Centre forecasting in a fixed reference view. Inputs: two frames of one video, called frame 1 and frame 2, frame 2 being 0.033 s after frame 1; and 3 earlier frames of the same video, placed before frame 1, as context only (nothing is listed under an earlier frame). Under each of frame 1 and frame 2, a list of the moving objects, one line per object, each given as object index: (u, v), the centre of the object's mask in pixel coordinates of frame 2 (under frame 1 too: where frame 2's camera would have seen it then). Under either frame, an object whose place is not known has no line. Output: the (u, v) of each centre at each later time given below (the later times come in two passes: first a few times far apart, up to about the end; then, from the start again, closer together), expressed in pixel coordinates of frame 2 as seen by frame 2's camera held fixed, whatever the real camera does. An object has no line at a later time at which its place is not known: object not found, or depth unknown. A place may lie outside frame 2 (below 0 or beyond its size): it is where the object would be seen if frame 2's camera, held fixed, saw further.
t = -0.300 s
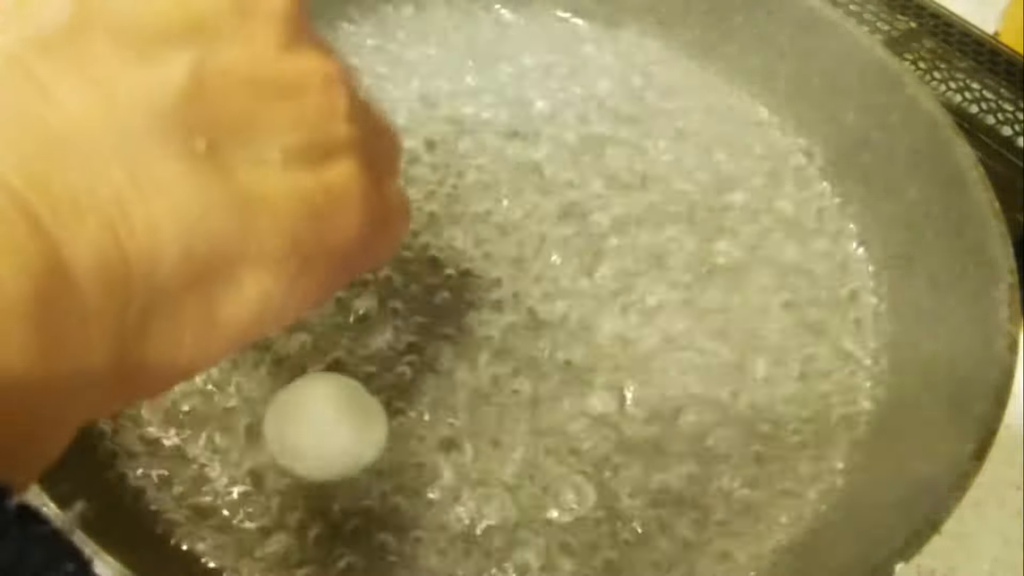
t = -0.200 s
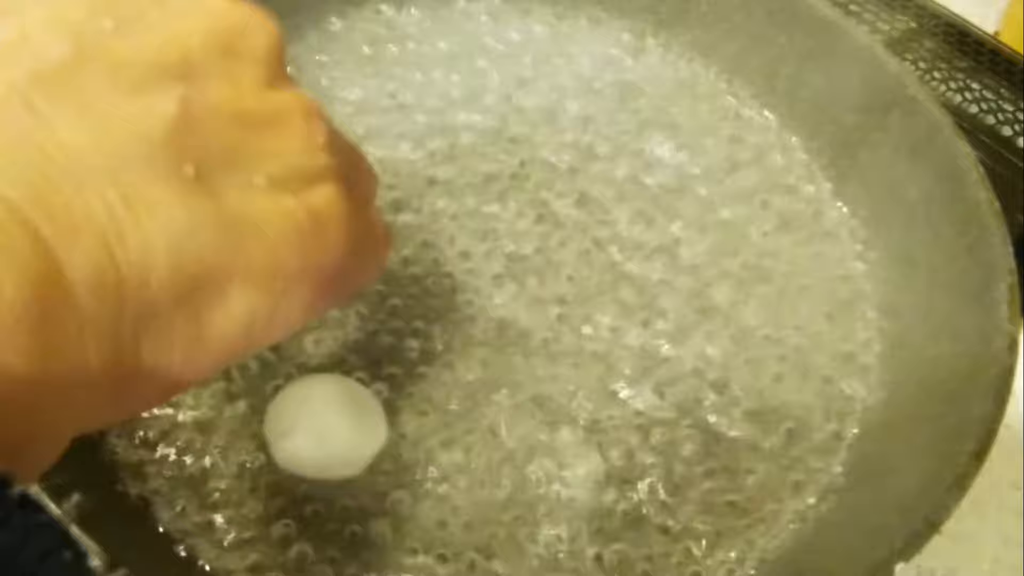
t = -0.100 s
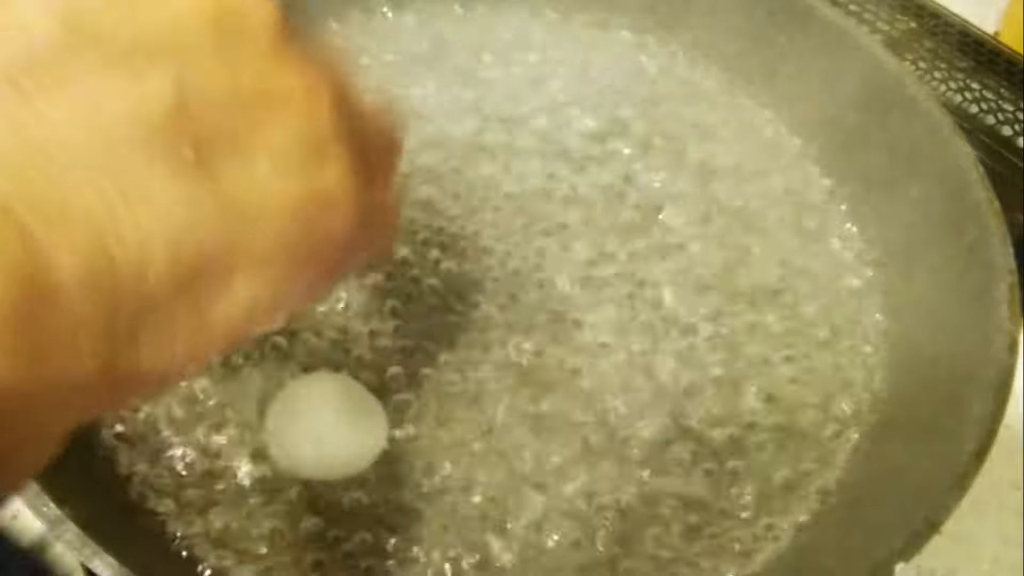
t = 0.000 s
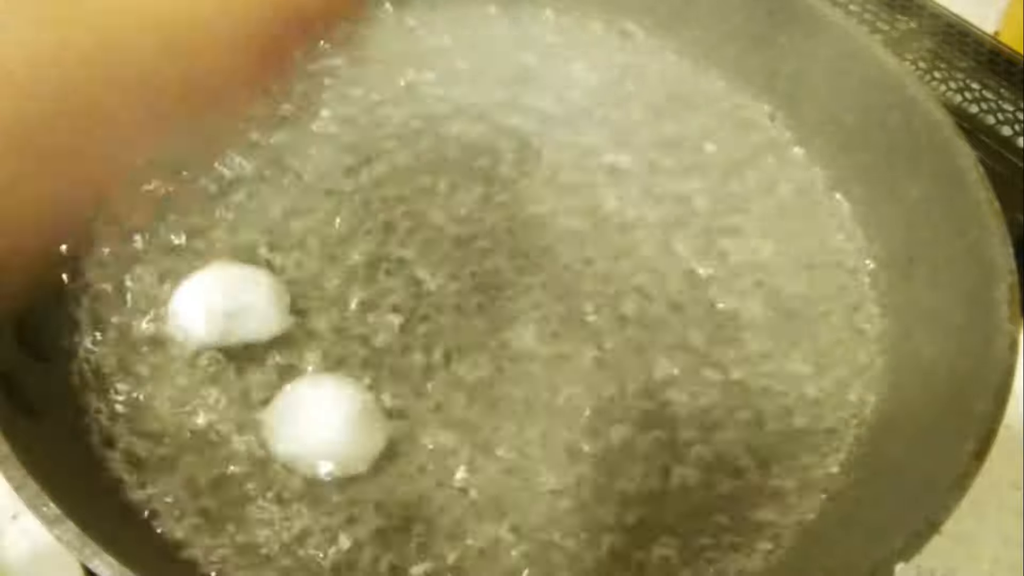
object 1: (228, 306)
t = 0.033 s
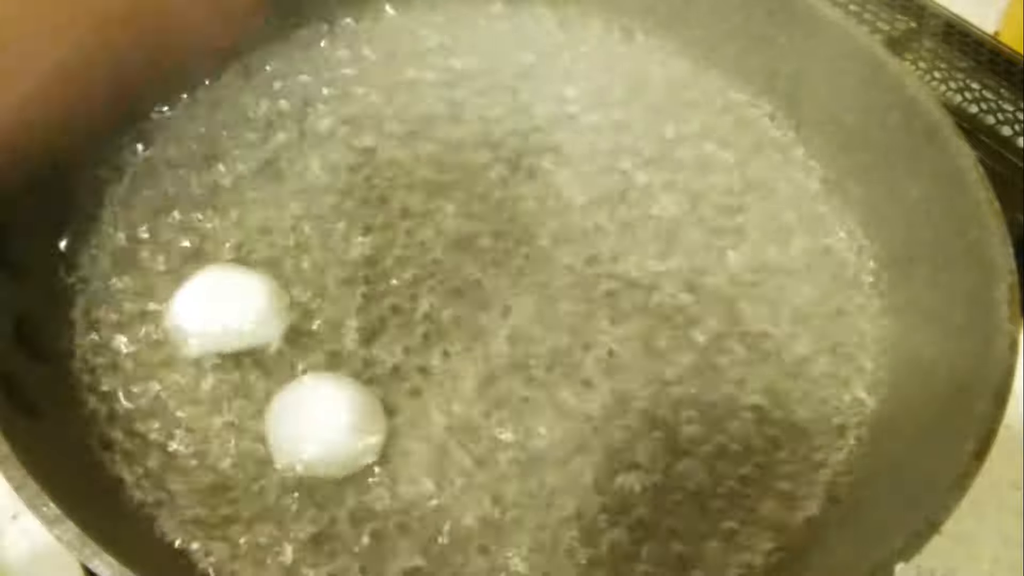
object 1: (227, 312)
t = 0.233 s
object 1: (225, 330)
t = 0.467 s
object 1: (225, 331)
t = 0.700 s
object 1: (223, 330)
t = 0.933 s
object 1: (223, 331)
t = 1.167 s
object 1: (224, 331)
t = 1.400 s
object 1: (223, 330)
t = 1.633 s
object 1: (223, 331)
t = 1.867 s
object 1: (222, 331)
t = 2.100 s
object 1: (223, 330)
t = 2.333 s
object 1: (223, 331)
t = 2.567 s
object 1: (223, 331)
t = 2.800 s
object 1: (223, 330)
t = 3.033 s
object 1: (222, 331)
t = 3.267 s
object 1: (223, 330)
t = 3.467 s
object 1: (223, 331)
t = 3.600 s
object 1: (224, 331)
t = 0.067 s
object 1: (224, 315)
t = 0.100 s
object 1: (224, 321)
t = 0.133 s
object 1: (226, 327)
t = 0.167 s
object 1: (222, 328)
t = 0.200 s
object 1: (223, 328)
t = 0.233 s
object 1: (225, 330)
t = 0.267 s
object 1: (223, 328)
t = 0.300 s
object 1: (224, 330)
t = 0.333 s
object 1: (223, 330)
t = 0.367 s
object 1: (223, 330)
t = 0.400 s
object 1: (224, 331)
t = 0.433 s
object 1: (223, 330)
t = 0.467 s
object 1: (225, 331)
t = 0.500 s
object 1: (225, 332)
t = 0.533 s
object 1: (224, 330)
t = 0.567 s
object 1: (221, 331)
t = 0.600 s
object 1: (222, 330)
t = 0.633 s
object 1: (224, 331)
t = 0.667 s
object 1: (223, 331)
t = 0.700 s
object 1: (223, 330)
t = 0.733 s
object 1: (224, 330)
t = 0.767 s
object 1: (223, 330)
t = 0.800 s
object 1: (223, 330)
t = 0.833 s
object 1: (222, 330)
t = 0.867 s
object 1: (223, 330)
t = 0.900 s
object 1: (223, 330)
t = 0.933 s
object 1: (223, 331)
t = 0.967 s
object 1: (223, 331)
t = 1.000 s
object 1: (222, 330)
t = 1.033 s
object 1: (224, 331)
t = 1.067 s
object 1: (223, 331)
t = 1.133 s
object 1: (223, 331)
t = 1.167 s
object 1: (224, 331)
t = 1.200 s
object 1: (223, 331)
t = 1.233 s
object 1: (223, 330)
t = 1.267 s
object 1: (224, 331)
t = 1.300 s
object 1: (223, 331)
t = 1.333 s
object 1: (223, 331)
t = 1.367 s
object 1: (223, 331)
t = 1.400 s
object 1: (223, 330)
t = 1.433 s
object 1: (223, 331)
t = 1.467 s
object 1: (224, 331)
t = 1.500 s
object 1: (223, 331)
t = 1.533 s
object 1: (223, 331)
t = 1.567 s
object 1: (222, 331)
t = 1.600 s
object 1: (223, 331)
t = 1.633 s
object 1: (223, 331)
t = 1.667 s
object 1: (223, 331)
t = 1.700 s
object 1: (223, 331)
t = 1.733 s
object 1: (222, 330)
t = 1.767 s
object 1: (223, 330)
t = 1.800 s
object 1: (224, 331)
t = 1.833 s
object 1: (223, 330)
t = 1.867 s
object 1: (222, 331)
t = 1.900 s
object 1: (223, 331)
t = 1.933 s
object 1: (223, 331)
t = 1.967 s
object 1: (223, 331)
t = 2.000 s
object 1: (223, 331)
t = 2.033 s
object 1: (223, 331)
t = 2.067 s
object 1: (222, 330)
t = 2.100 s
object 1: (223, 330)
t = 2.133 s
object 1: (223, 331)
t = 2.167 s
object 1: (223, 330)
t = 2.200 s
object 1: (222, 330)
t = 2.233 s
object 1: (223, 331)
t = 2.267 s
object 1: (223, 331)
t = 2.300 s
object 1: (223, 330)
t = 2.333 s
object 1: (223, 331)
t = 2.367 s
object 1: (223, 331)
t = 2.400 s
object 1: (222, 331)
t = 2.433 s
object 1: (224, 331)
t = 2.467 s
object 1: (223, 330)
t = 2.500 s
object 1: (222, 331)
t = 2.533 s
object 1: (223, 331)
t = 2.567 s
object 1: (223, 331)
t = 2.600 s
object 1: (222, 331)
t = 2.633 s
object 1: (223, 330)
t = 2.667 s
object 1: (223, 331)
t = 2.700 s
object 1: (223, 331)
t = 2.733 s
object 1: (223, 331)
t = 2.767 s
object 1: (223, 331)
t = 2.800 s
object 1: (223, 330)
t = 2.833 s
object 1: (223, 330)
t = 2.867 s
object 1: (223, 331)
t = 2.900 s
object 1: (222, 330)
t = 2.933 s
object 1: (223, 331)
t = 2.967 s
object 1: (223, 331)
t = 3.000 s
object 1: (223, 331)
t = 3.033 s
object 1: (222, 331)
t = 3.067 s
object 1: (224, 331)
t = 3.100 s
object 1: (224, 331)
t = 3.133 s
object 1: (223, 331)
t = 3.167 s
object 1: (224, 331)
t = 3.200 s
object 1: (223, 330)
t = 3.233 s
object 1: (223, 330)
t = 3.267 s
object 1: (223, 330)
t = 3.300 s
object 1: (222, 331)
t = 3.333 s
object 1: (223, 330)
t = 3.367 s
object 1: (224, 330)
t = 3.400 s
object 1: (223, 330)
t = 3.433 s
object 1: (223, 330)
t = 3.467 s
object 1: (223, 331)
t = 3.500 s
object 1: (224, 331)
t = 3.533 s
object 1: (223, 331)
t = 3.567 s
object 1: (223, 330)
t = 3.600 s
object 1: (224, 331)
